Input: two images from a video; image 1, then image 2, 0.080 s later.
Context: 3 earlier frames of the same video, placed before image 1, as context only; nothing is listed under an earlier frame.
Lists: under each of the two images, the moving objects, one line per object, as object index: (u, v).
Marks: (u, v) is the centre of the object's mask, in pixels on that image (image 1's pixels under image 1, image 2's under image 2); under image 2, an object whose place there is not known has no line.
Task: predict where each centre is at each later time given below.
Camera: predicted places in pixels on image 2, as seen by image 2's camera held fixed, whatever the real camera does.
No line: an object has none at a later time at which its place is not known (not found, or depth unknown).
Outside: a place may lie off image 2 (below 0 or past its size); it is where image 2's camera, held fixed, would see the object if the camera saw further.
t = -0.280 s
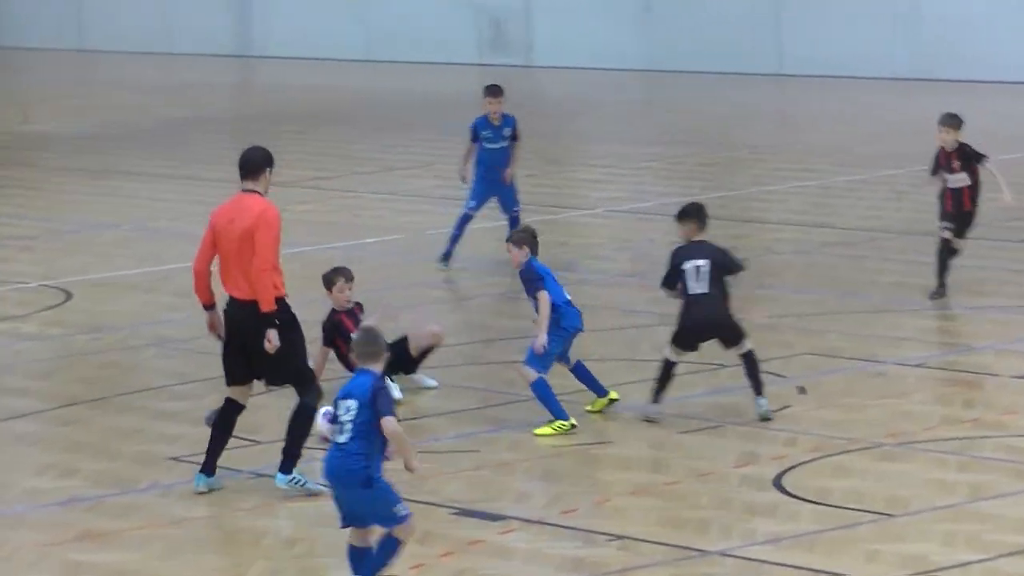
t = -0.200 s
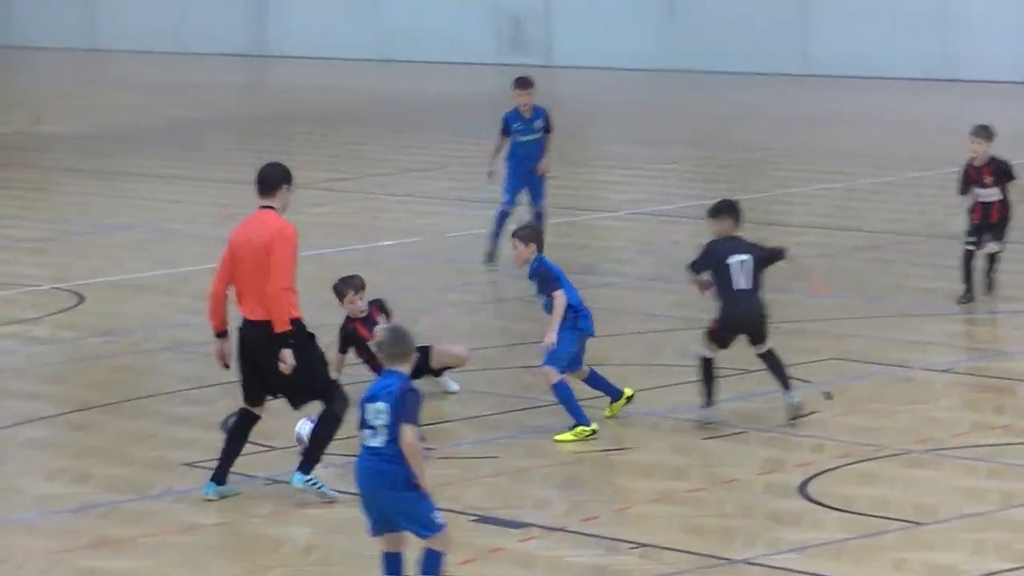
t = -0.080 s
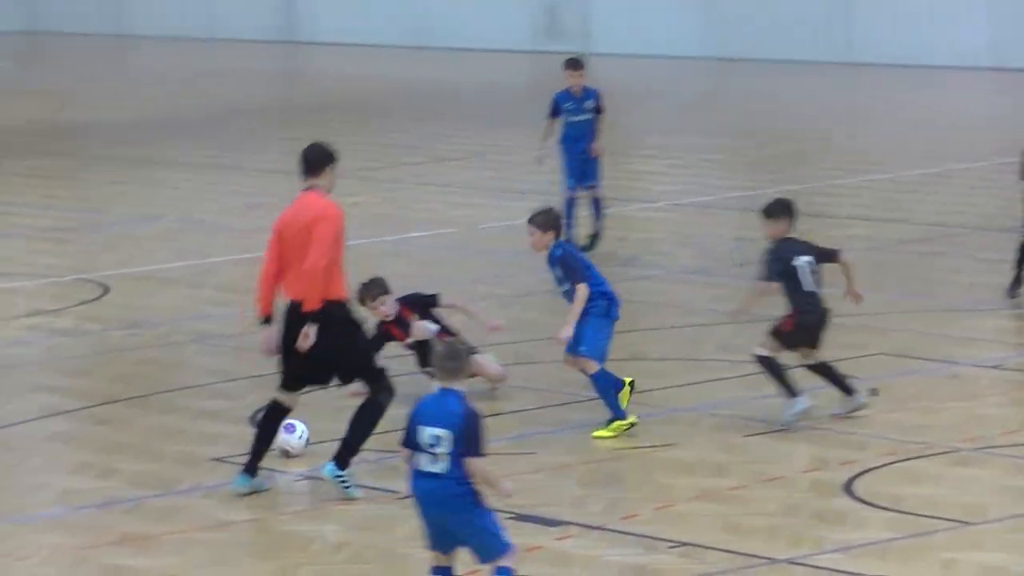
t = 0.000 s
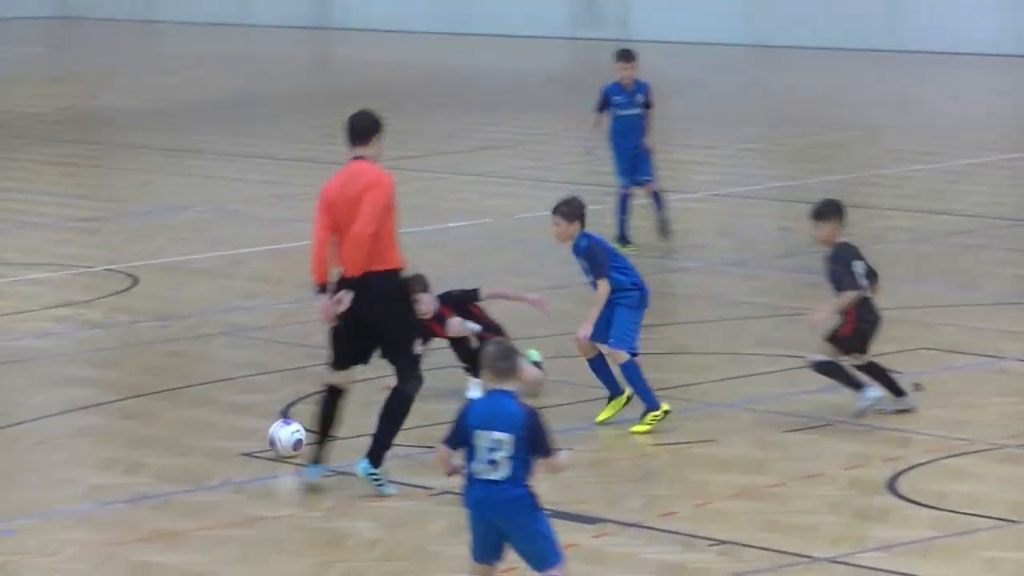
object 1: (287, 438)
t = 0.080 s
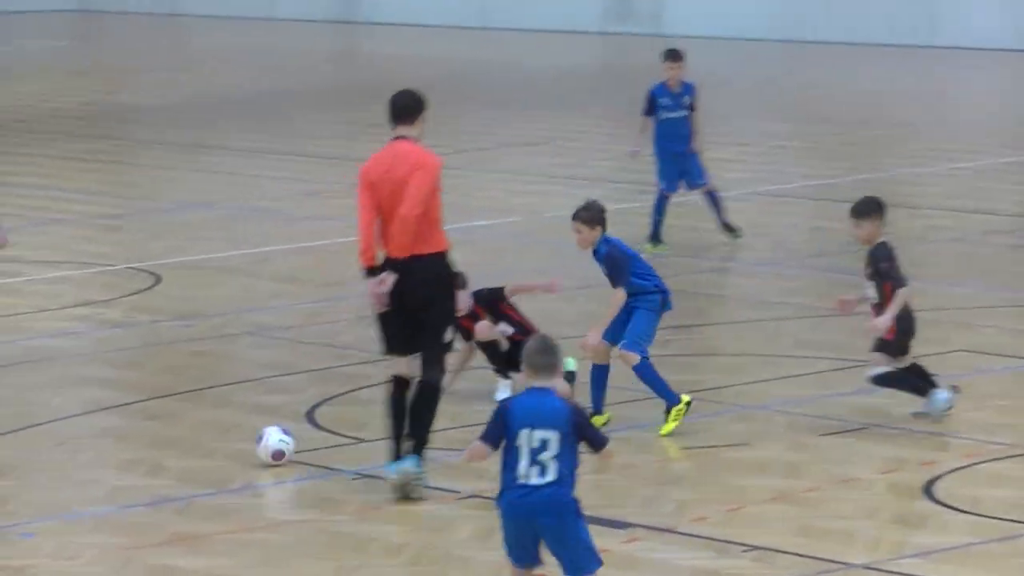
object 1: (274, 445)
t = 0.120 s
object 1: (255, 448)
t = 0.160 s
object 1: (237, 451)
